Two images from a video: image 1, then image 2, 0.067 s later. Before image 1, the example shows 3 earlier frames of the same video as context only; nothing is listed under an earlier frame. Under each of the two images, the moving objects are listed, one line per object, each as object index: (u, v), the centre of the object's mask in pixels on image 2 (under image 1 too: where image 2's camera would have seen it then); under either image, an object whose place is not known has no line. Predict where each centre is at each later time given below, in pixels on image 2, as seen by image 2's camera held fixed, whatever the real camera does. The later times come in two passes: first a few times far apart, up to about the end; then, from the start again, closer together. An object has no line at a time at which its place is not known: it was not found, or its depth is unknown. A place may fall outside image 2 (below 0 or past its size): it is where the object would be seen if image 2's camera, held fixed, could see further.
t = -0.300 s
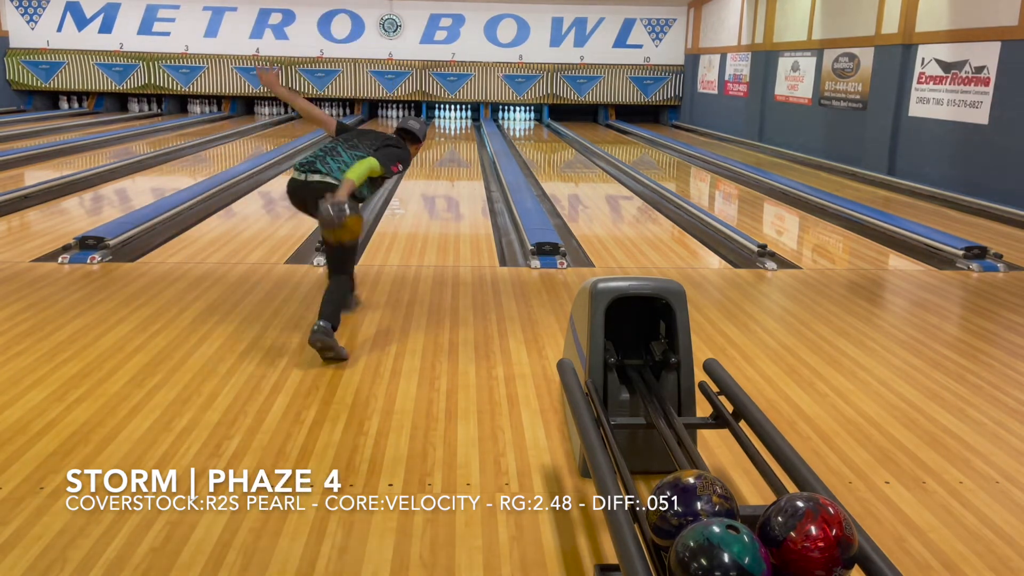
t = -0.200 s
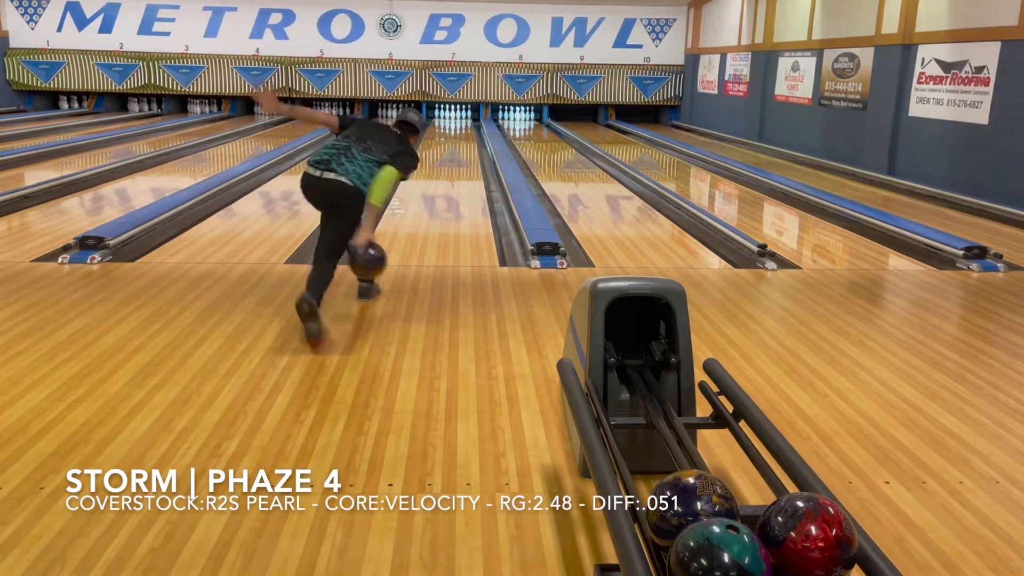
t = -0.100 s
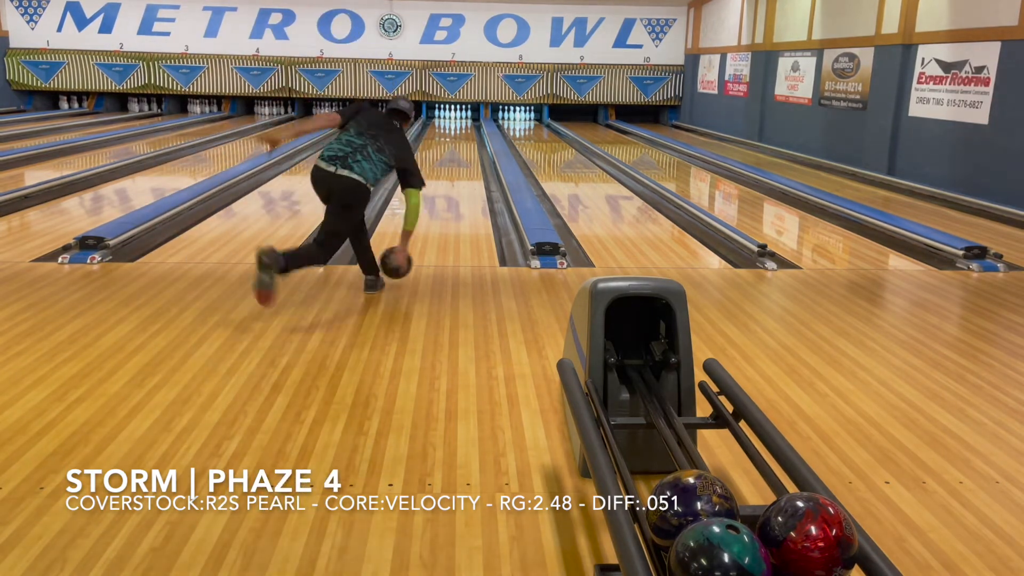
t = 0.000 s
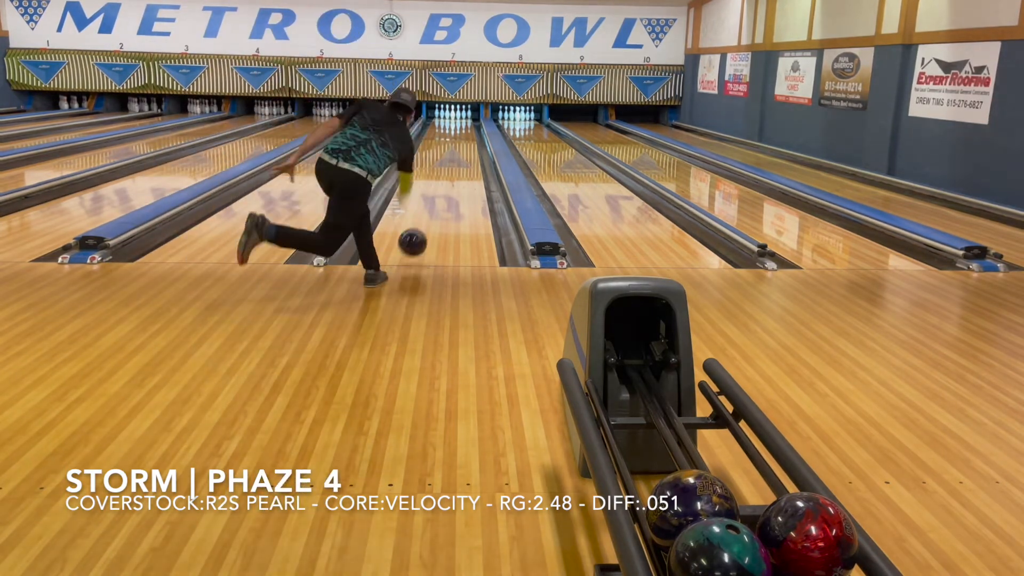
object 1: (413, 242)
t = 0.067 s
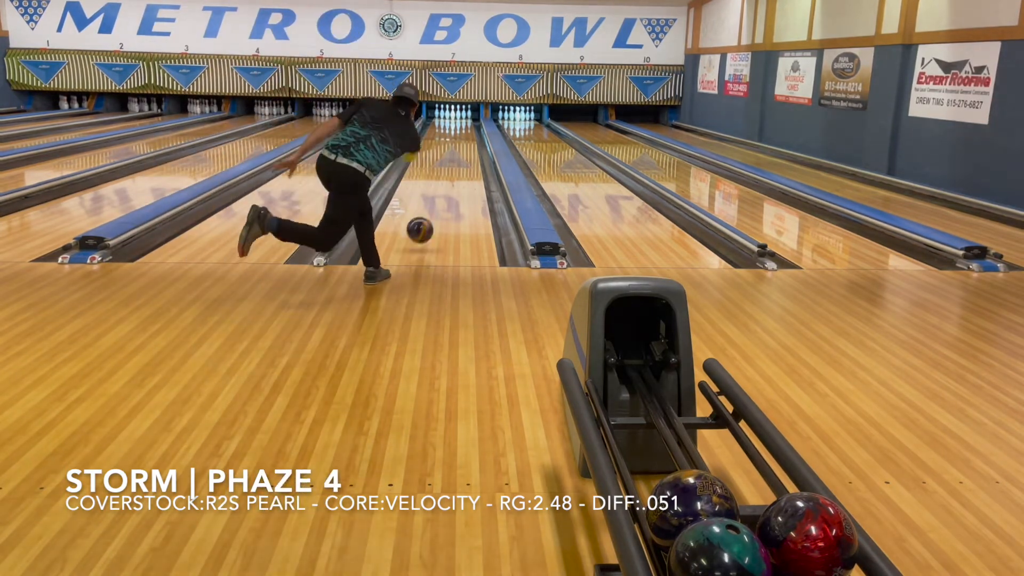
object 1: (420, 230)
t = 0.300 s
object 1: (438, 203)
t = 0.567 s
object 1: (451, 177)
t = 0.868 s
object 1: (459, 158)
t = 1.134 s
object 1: (464, 146)
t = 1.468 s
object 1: (467, 134)
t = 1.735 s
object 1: (467, 128)
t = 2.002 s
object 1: (464, 123)
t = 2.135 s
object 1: (461, 121)
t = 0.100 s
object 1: (423, 226)
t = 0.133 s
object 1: (426, 224)
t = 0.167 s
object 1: (429, 220)
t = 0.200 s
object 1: (431, 215)
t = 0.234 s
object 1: (434, 211)
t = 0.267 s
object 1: (436, 206)
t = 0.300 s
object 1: (438, 203)
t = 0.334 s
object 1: (440, 199)
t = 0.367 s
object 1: (442, 195)
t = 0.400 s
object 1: (443, 192)
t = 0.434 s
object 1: (445, 189)
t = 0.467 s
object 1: (447, 185)
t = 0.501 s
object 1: (448, 183)
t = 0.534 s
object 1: (449, 180)
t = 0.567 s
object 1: (451, 177)
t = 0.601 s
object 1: (452, 175)
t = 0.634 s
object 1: (453, 172)
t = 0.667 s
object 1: (453, 170)
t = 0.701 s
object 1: (455, 168)
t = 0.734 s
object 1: (456, 166)
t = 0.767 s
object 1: (457, 164)
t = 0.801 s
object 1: (458, 162)
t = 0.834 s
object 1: (458, 160)
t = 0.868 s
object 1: (459, 158)
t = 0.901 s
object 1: (460, 156)
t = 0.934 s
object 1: (461, 155)
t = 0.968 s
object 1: (461, 153)
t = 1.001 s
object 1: (462, 152)
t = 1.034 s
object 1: (462, 150)
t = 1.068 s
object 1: (463, 149)
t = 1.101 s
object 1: (464, 148)
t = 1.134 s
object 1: (464, 146)
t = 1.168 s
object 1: (464, 145)
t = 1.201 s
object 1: (465, 143)
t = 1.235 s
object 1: (465, 142)
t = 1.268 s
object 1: (466, 141)
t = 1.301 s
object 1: (466, 140)
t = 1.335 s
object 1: (466, 139)
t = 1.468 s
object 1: (467, 134)
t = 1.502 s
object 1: (467, 133)
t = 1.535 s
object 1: (467, 132)
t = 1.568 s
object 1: (467, 132)
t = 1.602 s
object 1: (467, 131)
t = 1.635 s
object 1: (467, 130)
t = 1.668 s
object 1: (467, 129)
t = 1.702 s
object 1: (467, 129)
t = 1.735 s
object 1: (467, 128)
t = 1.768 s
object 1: (467, 127)
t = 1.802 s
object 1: (467, 126)
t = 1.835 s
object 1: (466, 126)
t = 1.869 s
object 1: (466, 125)
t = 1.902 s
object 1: (466, 125)
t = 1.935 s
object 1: (465, 124)
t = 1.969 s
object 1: (464, 124)
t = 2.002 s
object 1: (464, 123)
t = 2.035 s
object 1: (463, 122)
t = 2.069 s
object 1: (462, 122)
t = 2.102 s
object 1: (462, 122)
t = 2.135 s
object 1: (461, 121)
